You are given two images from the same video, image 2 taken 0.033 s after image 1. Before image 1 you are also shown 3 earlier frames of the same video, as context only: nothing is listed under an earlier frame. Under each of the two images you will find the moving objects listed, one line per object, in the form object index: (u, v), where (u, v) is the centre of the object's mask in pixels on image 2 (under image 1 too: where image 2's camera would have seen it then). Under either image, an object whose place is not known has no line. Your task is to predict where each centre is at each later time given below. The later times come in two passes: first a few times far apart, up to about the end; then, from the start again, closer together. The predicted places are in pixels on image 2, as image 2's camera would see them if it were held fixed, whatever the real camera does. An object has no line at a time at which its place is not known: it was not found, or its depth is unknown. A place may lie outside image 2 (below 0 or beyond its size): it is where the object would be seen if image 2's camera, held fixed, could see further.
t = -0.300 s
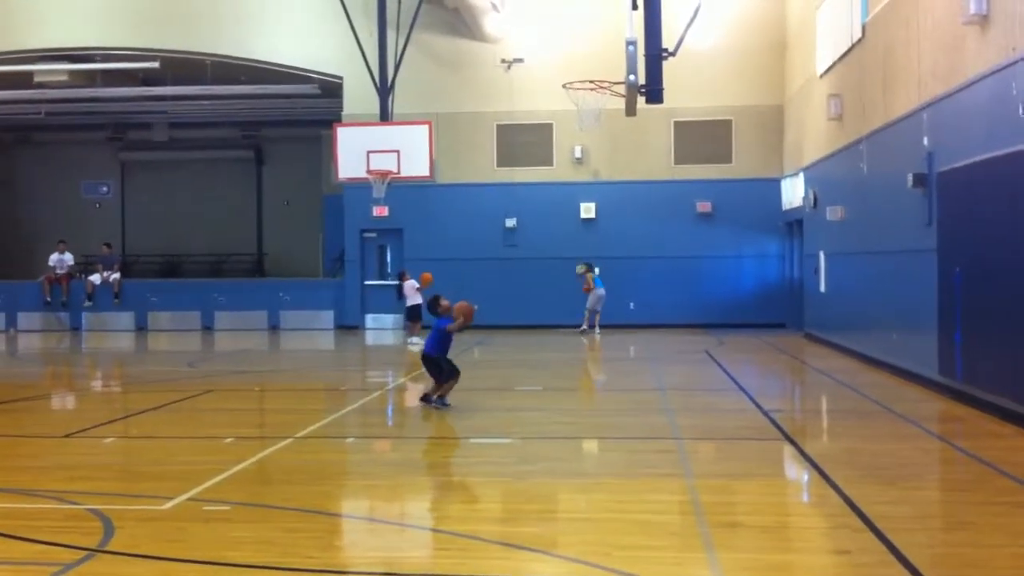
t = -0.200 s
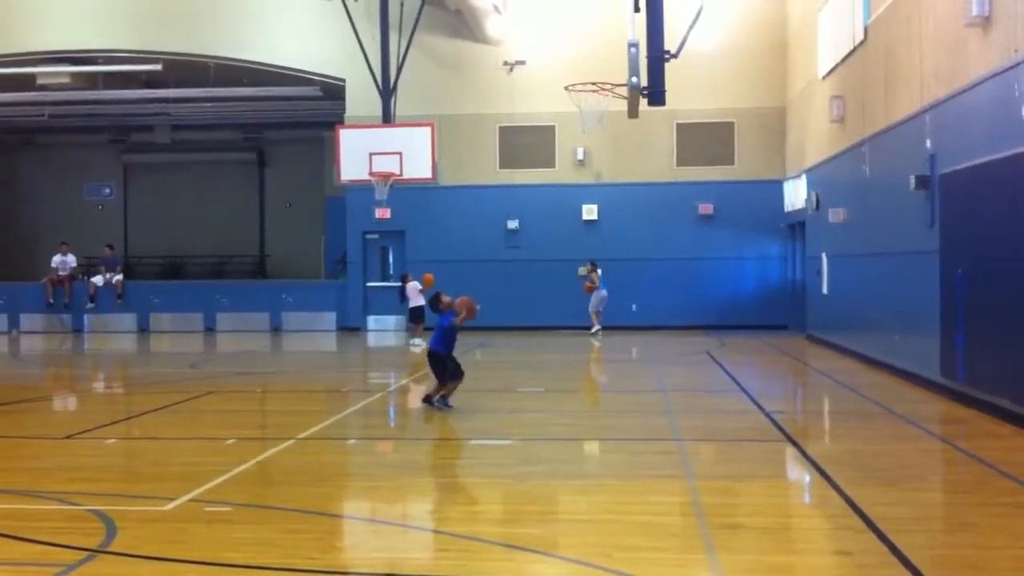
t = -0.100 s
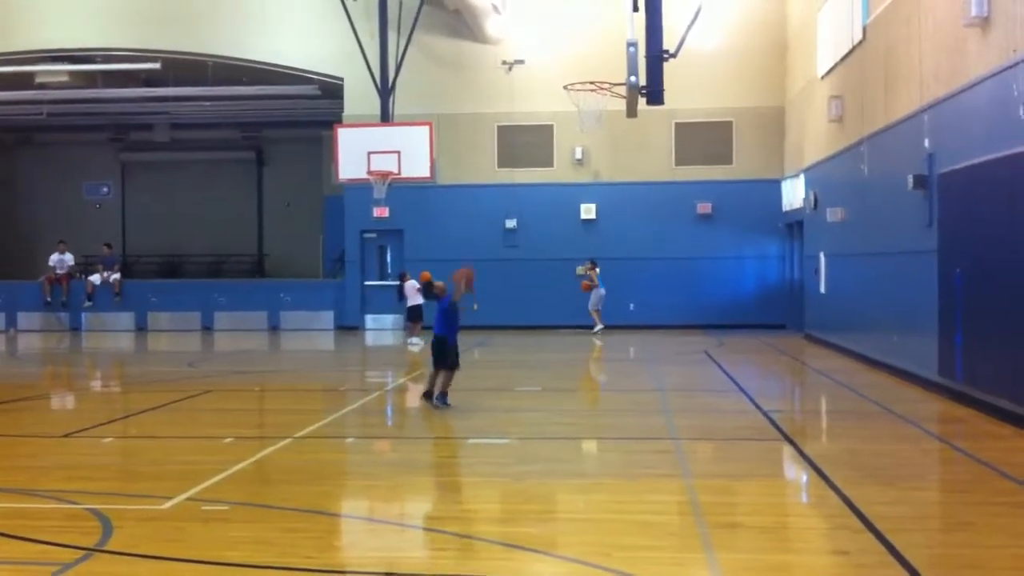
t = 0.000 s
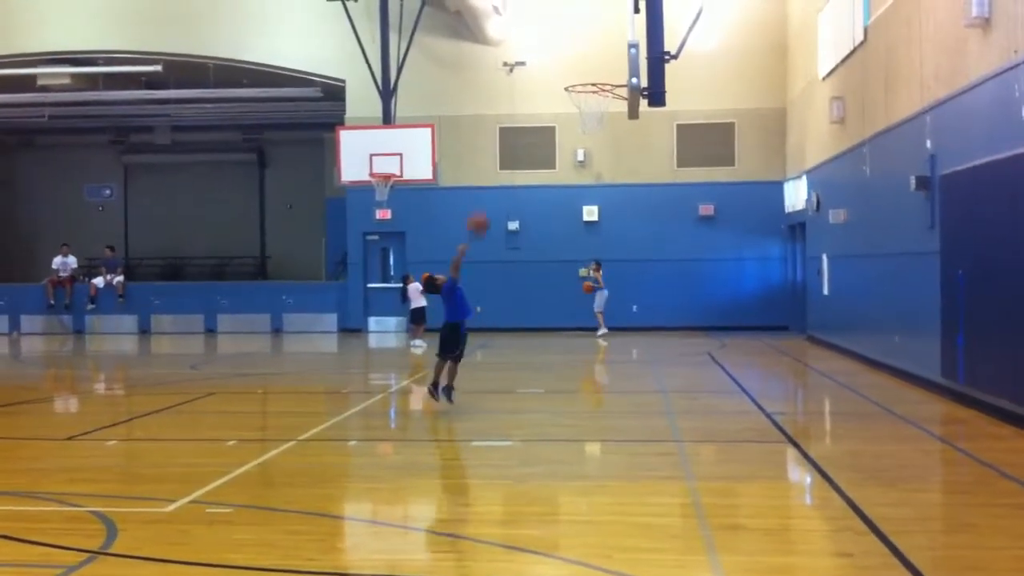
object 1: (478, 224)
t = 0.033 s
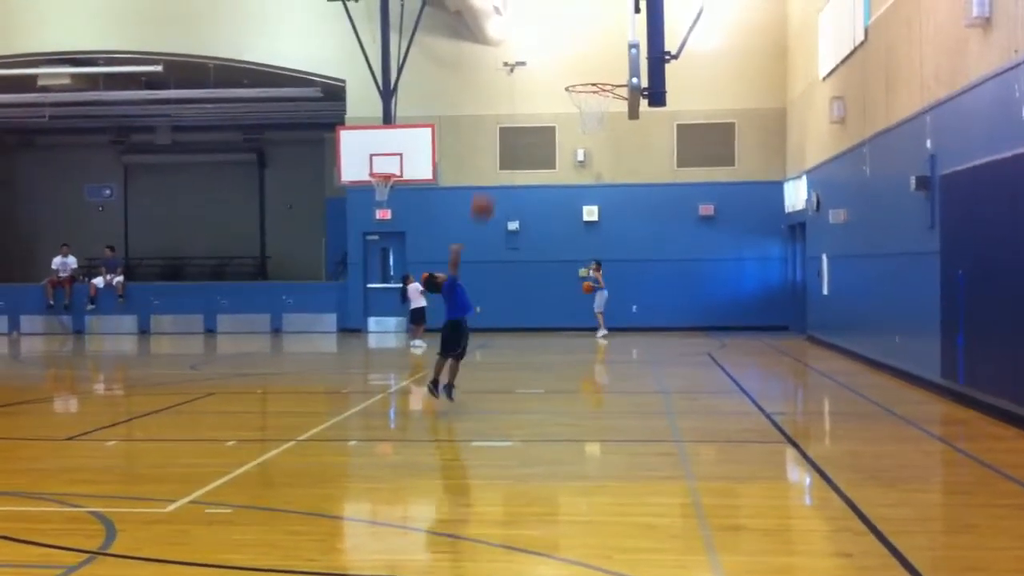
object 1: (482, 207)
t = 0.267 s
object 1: (510, 113)
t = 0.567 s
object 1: (548, 70)
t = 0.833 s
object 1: (569, 69)
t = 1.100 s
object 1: (591, 97)
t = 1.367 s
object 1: (608, 153)
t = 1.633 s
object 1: (622, 269)
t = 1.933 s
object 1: (634, 354)
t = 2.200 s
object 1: (636, 270)
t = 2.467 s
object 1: (637, 260)
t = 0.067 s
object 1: (486, 190)
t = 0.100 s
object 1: (490, 175)
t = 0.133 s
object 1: (494, 160)
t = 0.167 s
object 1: (498, 148)
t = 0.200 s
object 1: (502, 134)
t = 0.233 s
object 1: (506, 124)
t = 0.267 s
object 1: (510, 113)
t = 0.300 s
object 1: (514, 103)
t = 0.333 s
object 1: (518, 95)
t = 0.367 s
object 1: (522, 88)
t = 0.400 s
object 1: (527, 82)
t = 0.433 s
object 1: (531, 77)
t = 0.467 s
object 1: (535, 74)
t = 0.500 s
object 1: (539, 71)
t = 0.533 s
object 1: (543, 70)
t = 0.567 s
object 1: (548, 70)
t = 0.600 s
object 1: (552, 70)
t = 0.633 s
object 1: (556, 72)
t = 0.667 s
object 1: (561, 75)
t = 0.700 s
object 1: (563, 73)
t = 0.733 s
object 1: (563, 70)
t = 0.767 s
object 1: (565, 68)
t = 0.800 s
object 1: (567, 69)
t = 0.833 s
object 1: (569, 69)
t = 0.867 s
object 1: (570, 71)
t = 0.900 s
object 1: (572, 74)
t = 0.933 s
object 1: (574, 78)
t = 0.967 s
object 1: (577, 80)
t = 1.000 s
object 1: (579, 82)
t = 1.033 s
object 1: (583, 86)
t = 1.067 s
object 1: (587, 91)
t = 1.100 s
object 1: (591, 97)
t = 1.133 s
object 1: (594, 105)
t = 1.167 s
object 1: (597, 113)
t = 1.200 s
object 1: (600, 119)
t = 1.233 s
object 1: (602, 124)
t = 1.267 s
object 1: (603, 130)
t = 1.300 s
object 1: (605, 136)
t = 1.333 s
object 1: (606, 144)
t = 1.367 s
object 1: (608, 153)
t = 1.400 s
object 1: (609, 163)
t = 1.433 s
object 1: (611, 173)
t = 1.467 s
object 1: (613, 186)
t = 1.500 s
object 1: (615, 203)
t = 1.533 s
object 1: (616, 217)
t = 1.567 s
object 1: (619, 234)
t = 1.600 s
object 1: (620, 250)
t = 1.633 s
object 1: (622, 269)
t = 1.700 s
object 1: (625, 309)
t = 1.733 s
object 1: (628, 332)
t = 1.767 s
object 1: (630, 355)
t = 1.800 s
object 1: (632, 380)
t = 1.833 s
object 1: (634, 398)
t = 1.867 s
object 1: (634, 384)
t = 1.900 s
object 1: (634, 367)
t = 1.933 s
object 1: (634, 354)
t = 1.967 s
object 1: (634, 339)
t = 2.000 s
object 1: (634, 325)
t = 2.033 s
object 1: (633, 311)
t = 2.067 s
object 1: (633, 301)
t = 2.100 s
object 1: (634, 292)
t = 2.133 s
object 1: (635, 284)
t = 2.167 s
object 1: (635, 277)
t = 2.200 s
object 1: (636, 270)
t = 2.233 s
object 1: (636, 266)
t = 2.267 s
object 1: (635, 262)
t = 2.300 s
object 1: (635, 259)
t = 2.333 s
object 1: (636, 256)
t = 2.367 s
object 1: (637, 256)
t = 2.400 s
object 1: (637, 256)
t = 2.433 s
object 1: (637, 257)
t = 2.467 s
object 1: (637, 260)
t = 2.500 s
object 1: (638, 263)
